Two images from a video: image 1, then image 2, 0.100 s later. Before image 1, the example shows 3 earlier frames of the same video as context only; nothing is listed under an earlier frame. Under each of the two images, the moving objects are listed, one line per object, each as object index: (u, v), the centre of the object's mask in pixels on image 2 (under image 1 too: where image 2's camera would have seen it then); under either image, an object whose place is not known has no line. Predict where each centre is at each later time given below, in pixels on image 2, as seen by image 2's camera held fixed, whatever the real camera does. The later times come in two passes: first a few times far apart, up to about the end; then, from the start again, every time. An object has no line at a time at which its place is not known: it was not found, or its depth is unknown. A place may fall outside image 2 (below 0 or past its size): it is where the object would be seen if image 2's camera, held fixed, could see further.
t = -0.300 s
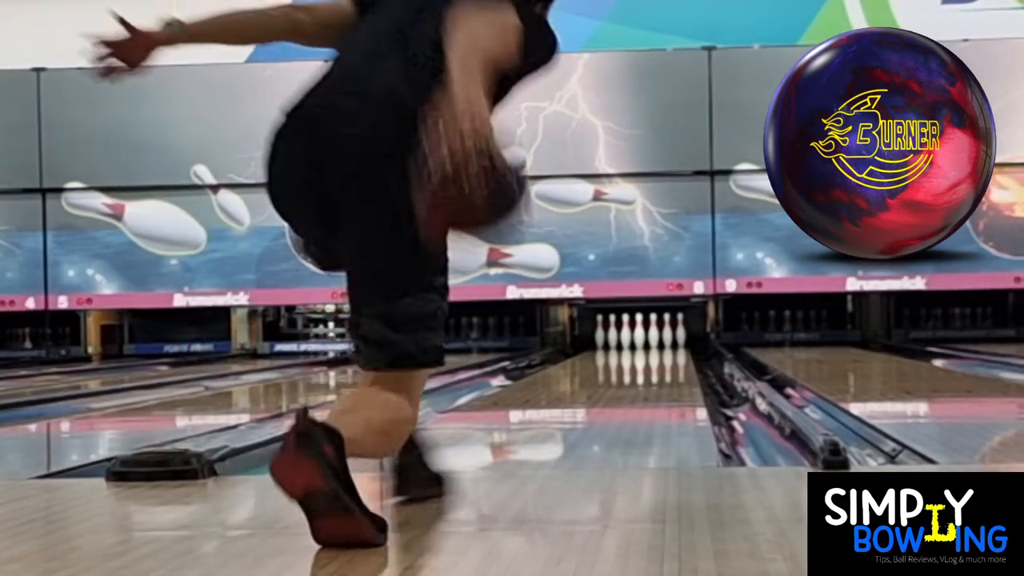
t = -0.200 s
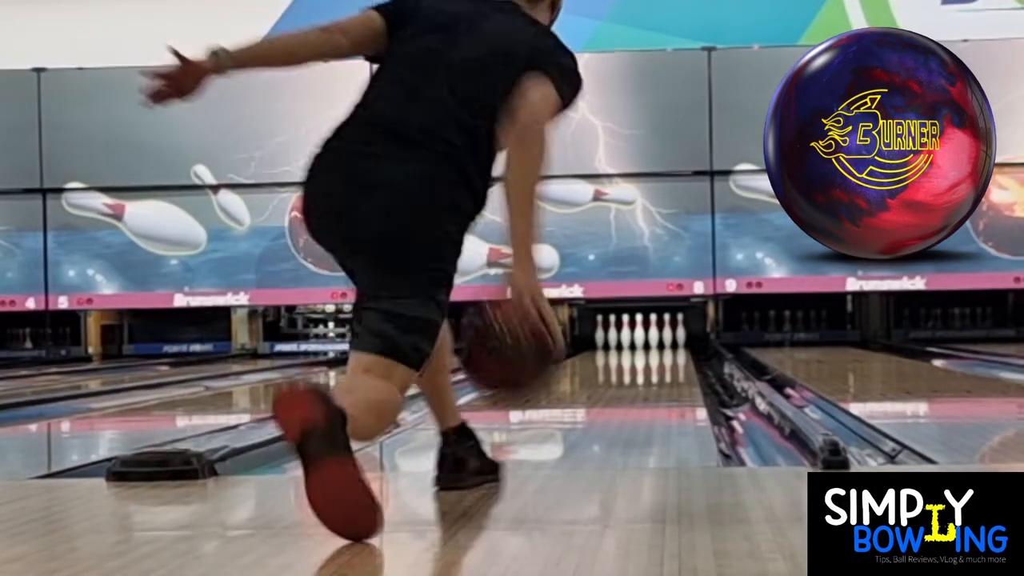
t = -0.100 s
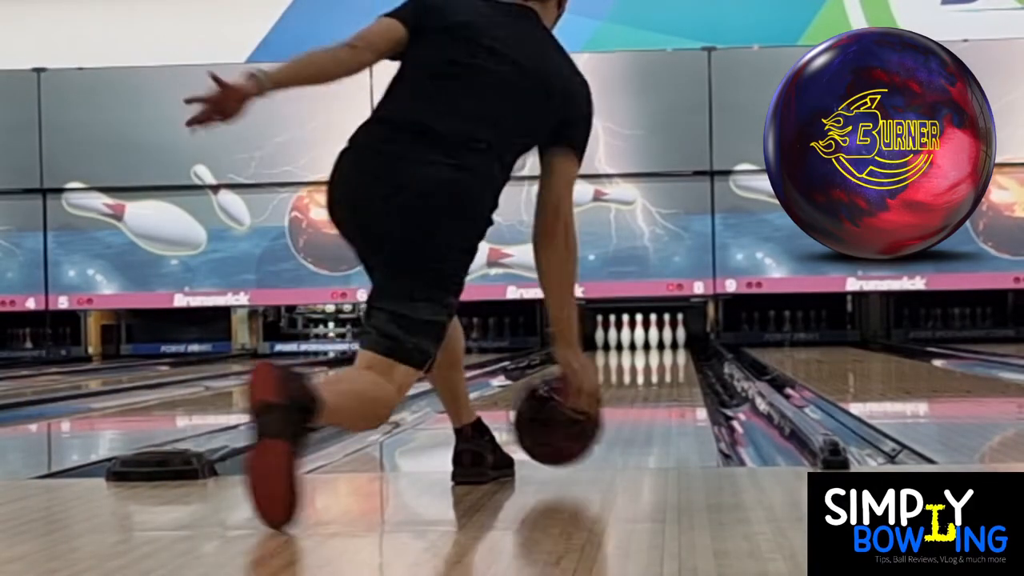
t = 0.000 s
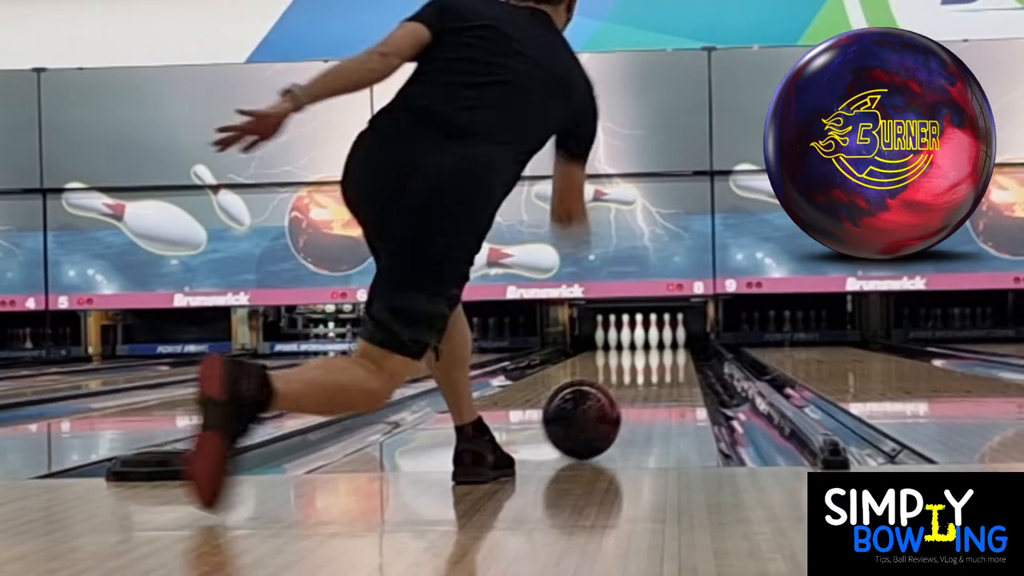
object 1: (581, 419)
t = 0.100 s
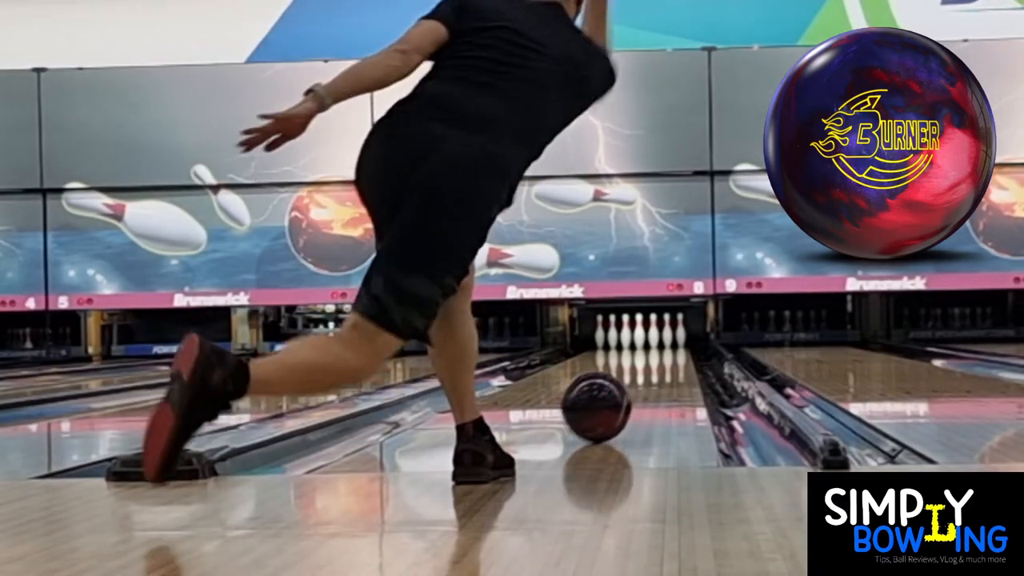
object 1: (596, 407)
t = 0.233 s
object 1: (611, 394)
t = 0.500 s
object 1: (630, 377)
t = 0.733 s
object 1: (641, 367)
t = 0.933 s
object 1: (647, 360)
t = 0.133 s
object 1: (600, 403)
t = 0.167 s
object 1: (604, 400)
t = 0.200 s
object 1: (607, 397)
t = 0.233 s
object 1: (611, 394)
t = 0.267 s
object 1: (614, 391)
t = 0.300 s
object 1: (617, 389)
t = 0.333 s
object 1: (619, 386)
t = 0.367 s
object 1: (622, 384)
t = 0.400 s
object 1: (624, 382)
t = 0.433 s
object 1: (626, 380)
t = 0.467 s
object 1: (628, 378)
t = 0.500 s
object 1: (630, 377)
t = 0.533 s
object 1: (632, 375)
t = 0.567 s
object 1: (634, 374)
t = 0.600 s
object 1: (635, 372)
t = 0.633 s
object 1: (637, 371)
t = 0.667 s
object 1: (638, 369)
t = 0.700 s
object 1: (639, 368)
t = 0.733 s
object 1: (641, 367)
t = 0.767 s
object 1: (642, 365)
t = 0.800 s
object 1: (643, 364)
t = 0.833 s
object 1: (644, 363)
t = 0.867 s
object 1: (645, 362)
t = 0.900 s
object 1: (646, 361)
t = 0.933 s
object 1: (647, 360)
